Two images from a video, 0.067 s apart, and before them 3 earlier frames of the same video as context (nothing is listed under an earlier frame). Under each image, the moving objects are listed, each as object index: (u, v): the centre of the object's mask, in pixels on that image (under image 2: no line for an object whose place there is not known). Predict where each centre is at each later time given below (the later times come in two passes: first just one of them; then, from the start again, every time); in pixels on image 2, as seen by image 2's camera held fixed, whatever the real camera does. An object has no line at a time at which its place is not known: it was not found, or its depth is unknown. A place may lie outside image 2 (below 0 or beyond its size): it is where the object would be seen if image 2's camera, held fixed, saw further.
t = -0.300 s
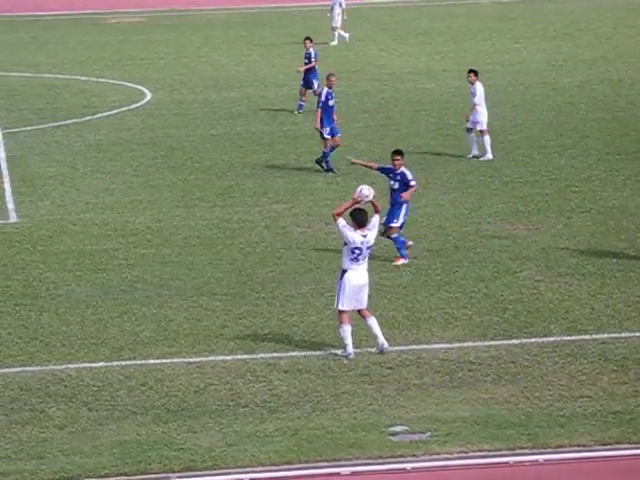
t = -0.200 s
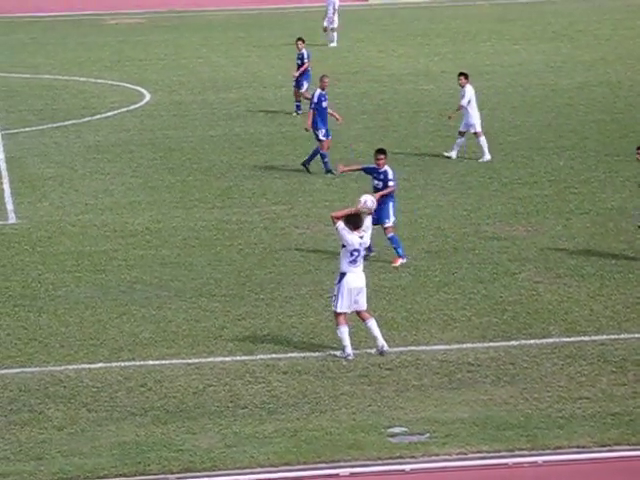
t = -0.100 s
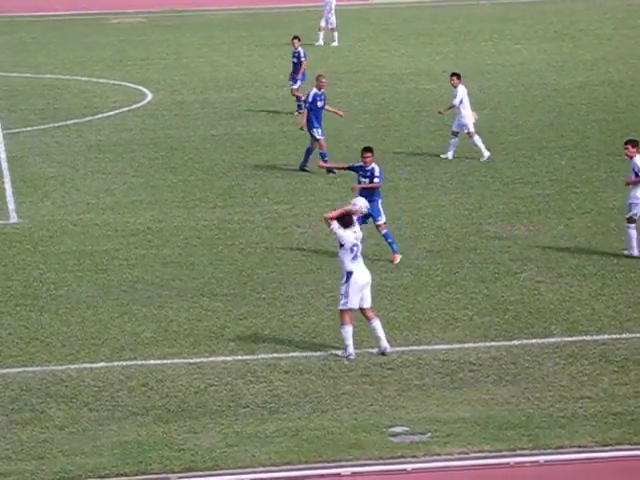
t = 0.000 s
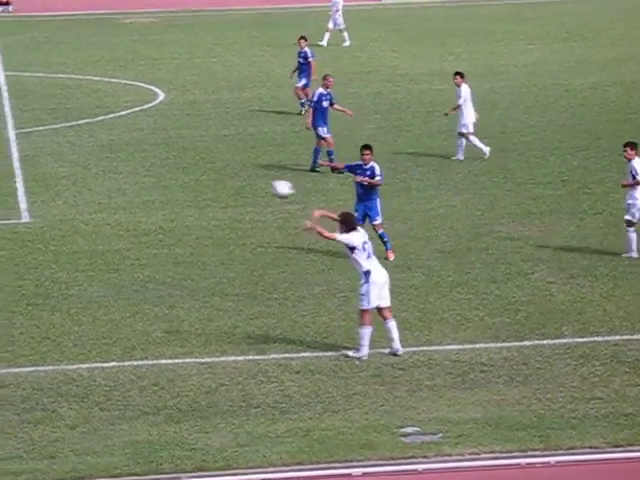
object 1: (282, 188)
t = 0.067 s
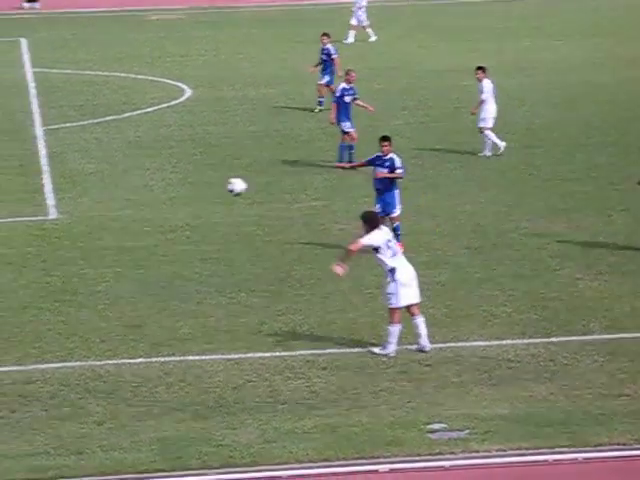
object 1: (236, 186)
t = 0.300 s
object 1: (-1, 220)
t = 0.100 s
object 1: (201, 188)
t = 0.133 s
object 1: (167, 191)
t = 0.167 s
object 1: (133, 195)
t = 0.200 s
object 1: (99, 200)
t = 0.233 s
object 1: (65, 206)
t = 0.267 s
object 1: (32, 213)
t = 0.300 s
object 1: (-1, 220)
